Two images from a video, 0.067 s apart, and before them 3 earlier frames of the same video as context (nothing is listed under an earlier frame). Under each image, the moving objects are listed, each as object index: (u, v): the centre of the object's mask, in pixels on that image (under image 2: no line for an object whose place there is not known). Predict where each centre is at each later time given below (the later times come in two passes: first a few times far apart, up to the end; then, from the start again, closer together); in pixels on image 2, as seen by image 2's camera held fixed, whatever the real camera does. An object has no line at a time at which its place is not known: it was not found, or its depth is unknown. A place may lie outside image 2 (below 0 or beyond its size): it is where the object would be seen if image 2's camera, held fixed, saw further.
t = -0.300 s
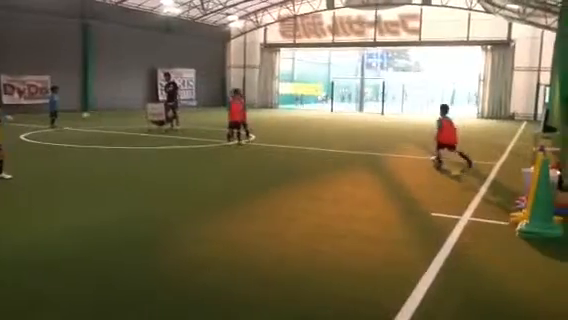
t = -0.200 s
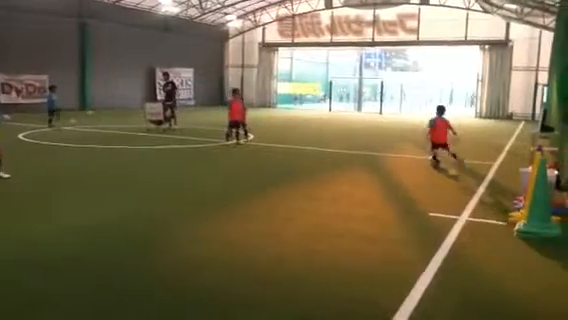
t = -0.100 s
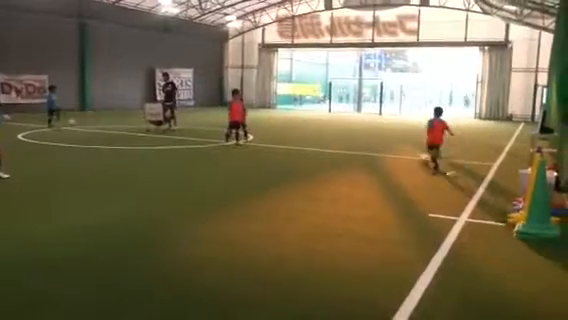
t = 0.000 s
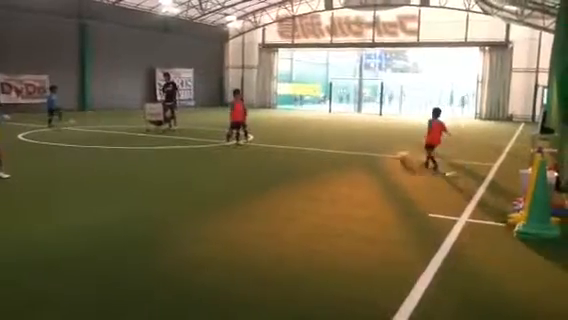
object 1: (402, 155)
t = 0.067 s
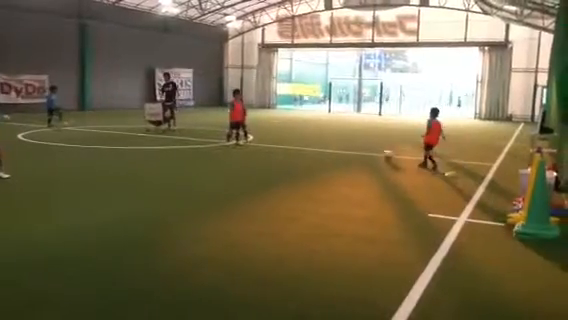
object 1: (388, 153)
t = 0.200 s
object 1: (368, 151)
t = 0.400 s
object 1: (343, 148)
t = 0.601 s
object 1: (320, 146)
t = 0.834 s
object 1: (297, 143)
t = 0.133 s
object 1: (377, 152)
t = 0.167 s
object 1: (373, 152)
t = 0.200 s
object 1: (368, 151)
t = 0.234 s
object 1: (363, 150)
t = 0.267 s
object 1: (357, 148)
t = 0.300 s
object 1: (356, 149)
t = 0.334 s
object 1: (349, 149)
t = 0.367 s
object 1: (345, 148)
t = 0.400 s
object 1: (343, 148)
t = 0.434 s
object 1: (338, 148)
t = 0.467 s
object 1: (334, 147)
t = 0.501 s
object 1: (333, 147)
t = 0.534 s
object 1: (327, 146)
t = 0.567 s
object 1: (324, 146)
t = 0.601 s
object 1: (320, 146)
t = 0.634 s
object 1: (317, 146)
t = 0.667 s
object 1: (313, 145)
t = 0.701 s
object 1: (310, 145)
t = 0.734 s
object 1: (306, 144)
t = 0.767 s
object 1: (303, 144)
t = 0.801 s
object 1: (300, 144)
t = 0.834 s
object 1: (297, 143)
